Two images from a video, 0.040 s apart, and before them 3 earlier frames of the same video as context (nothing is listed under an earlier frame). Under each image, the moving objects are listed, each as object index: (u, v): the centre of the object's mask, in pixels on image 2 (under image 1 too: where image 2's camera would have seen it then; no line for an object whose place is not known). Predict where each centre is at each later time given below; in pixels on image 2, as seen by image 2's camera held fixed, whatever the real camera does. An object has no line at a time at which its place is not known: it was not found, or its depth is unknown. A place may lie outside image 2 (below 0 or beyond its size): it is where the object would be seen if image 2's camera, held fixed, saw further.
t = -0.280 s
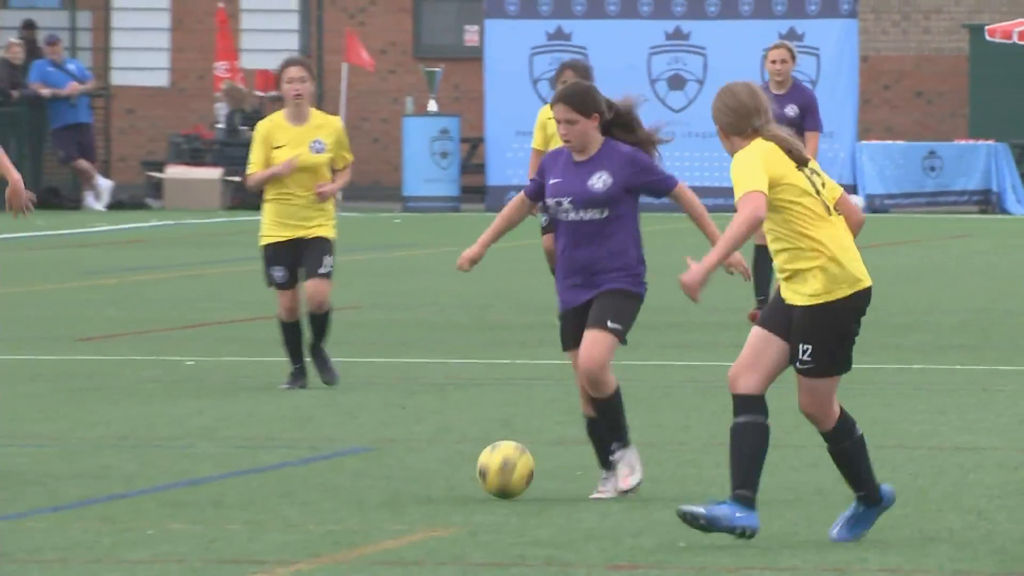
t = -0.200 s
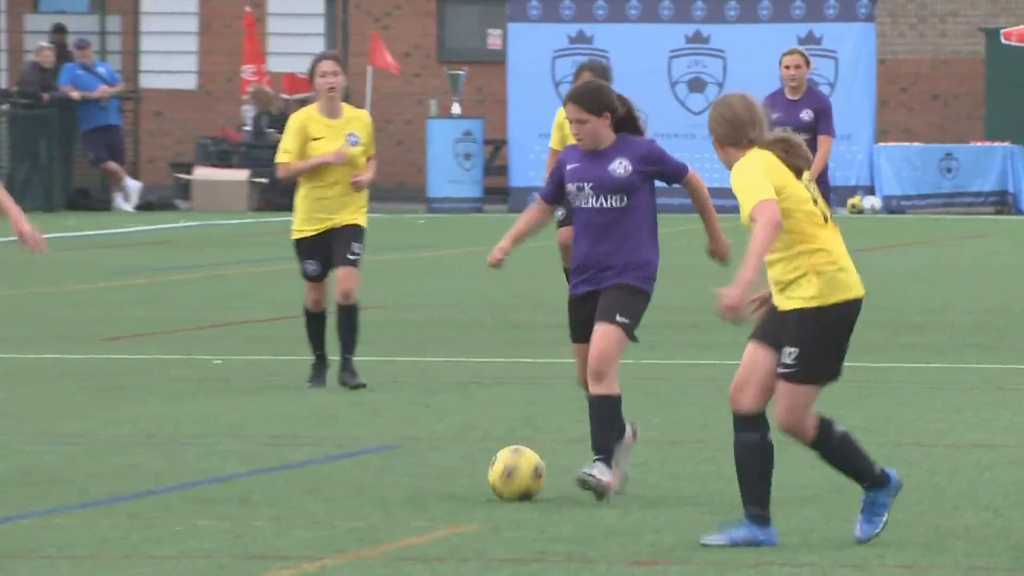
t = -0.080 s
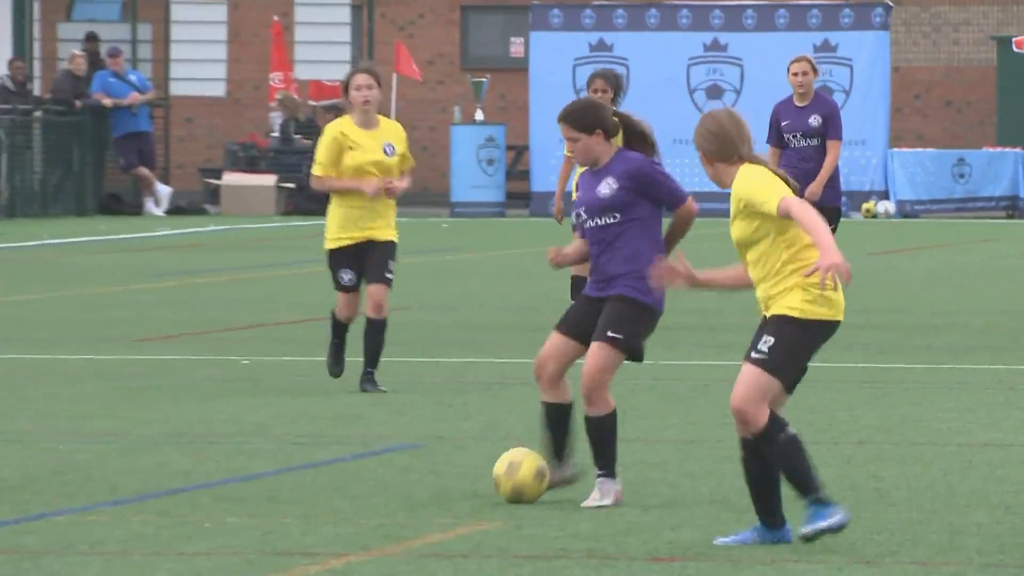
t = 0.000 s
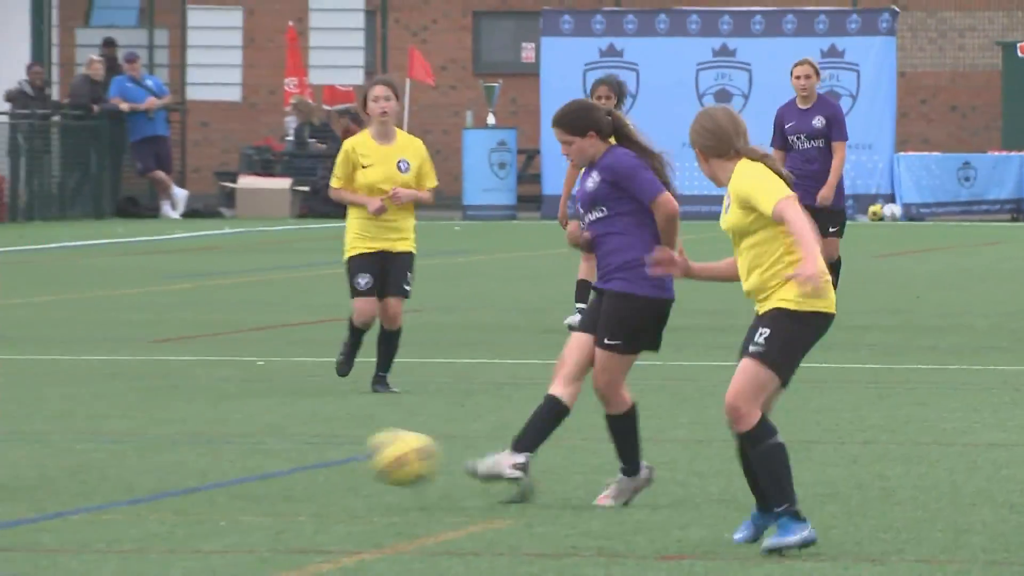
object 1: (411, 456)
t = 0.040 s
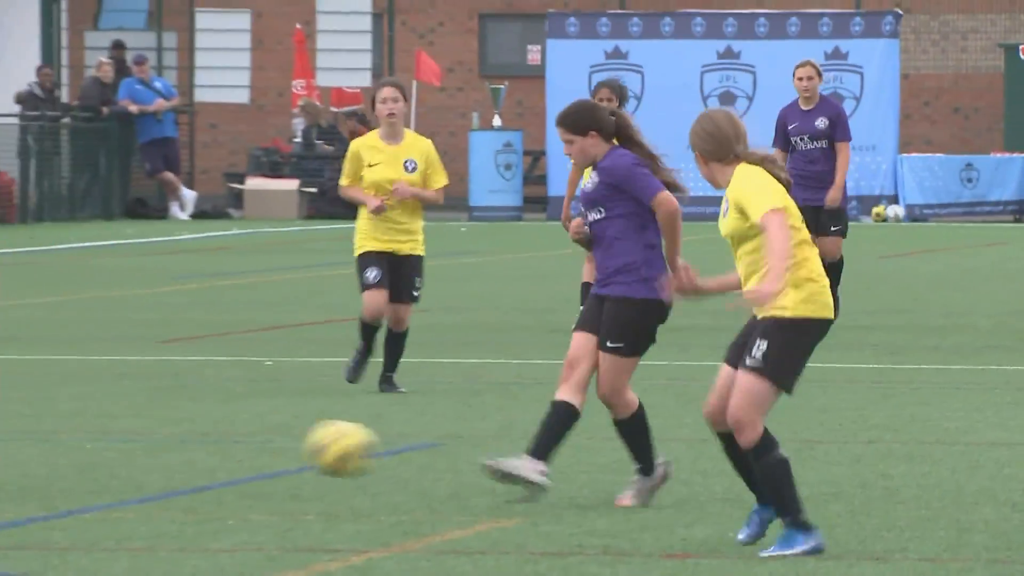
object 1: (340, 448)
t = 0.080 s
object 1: (270, 445)
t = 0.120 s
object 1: (199, 450)
